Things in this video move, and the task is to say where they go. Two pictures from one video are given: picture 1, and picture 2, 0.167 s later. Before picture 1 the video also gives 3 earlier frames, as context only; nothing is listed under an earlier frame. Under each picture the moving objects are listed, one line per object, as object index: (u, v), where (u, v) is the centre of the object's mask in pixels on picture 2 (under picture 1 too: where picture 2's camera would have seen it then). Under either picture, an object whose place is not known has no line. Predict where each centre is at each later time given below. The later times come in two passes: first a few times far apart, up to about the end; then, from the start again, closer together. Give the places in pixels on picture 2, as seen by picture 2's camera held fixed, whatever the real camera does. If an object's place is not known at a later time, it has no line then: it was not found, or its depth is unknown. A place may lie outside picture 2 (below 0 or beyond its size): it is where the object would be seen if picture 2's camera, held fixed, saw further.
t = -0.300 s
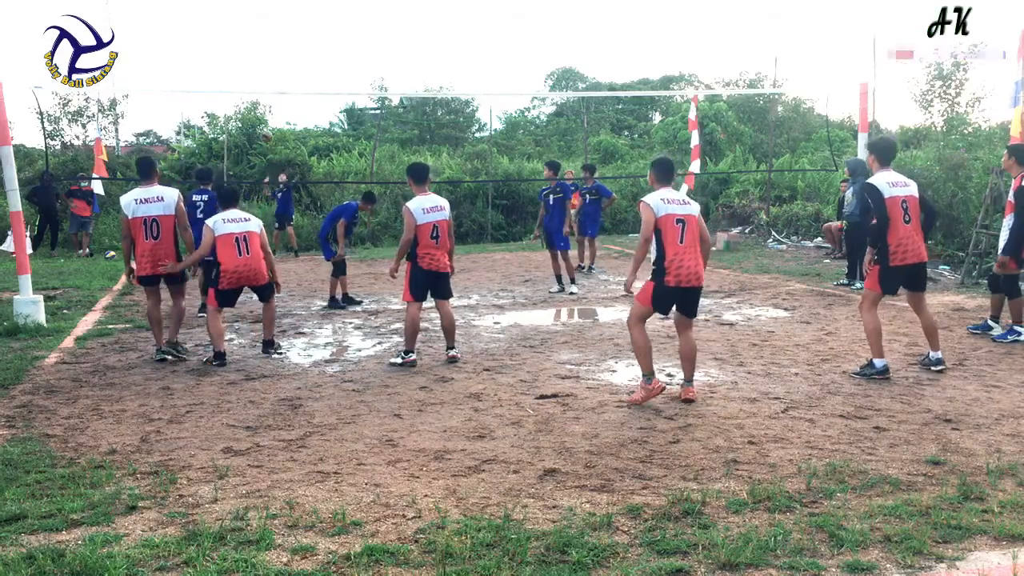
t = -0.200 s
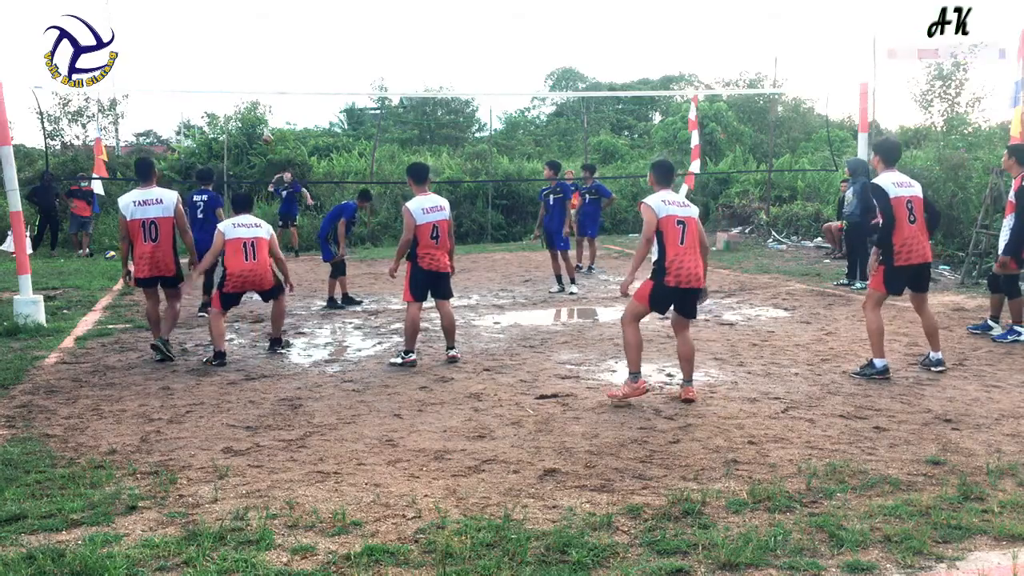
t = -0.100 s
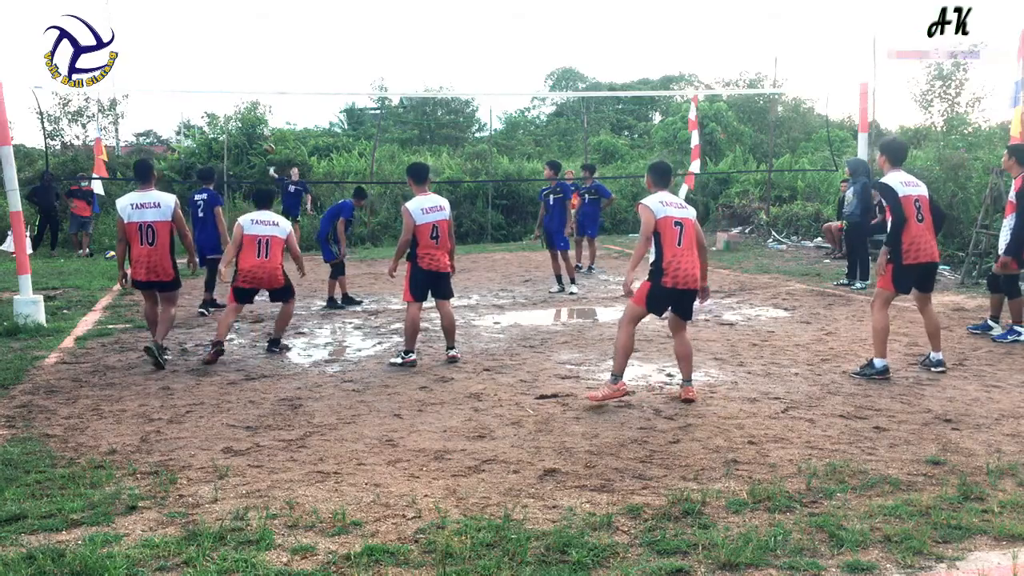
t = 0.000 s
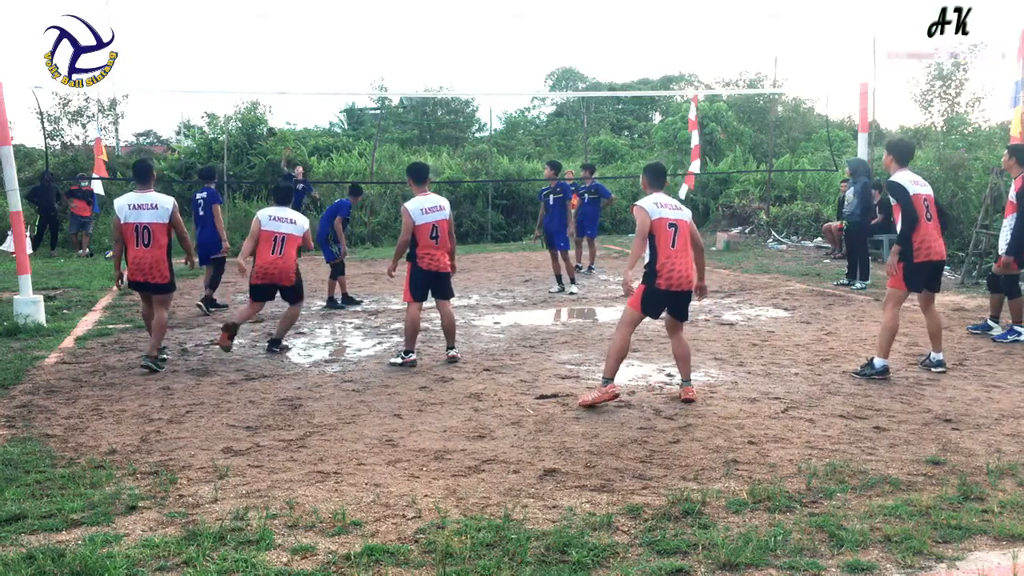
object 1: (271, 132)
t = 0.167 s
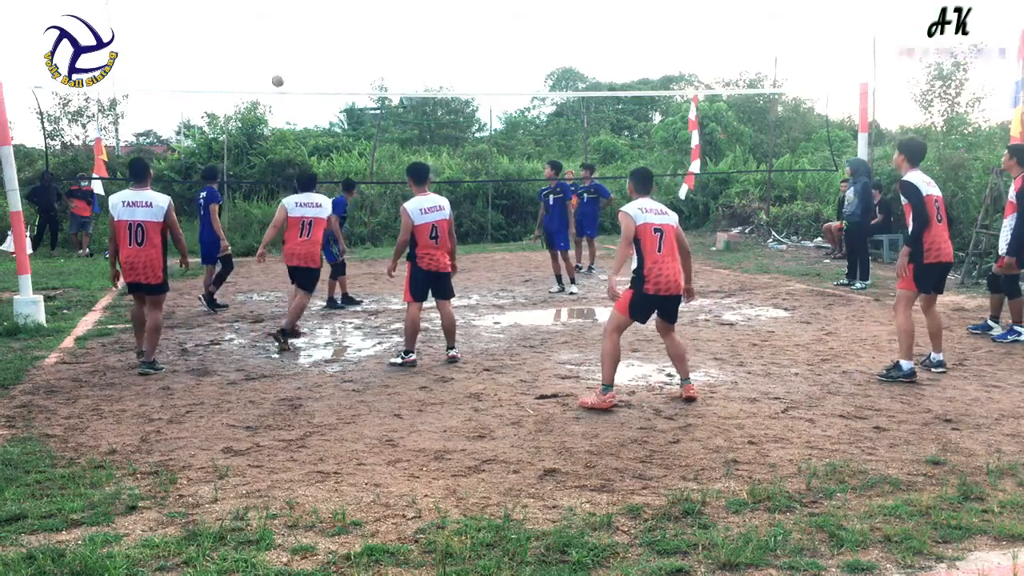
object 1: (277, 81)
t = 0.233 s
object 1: (281, 63)
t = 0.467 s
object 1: (299, 14)
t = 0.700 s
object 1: (332, 4)
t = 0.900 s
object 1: (378, 35)
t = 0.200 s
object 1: (279, 72)
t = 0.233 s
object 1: (281, 63)
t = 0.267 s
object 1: (283, 54)
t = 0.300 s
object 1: (285, 46)
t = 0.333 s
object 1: (287, 39)
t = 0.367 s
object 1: (290, 32)
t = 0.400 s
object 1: (293, 25)
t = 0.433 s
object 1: (296, 19)
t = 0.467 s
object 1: (299, 14)
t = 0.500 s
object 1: (303, 9)
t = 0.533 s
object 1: (307, 6)
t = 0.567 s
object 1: (311, 5)
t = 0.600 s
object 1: (316, 4)
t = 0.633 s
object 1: (321, 3)
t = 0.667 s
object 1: (326, 3)
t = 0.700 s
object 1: (332, 4)
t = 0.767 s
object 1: (346, 7)
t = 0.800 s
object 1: (353, 10)
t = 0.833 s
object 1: (360, 16)
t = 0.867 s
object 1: (369, 25)
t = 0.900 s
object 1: (378, 35)
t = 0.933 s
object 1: (389, 48)
